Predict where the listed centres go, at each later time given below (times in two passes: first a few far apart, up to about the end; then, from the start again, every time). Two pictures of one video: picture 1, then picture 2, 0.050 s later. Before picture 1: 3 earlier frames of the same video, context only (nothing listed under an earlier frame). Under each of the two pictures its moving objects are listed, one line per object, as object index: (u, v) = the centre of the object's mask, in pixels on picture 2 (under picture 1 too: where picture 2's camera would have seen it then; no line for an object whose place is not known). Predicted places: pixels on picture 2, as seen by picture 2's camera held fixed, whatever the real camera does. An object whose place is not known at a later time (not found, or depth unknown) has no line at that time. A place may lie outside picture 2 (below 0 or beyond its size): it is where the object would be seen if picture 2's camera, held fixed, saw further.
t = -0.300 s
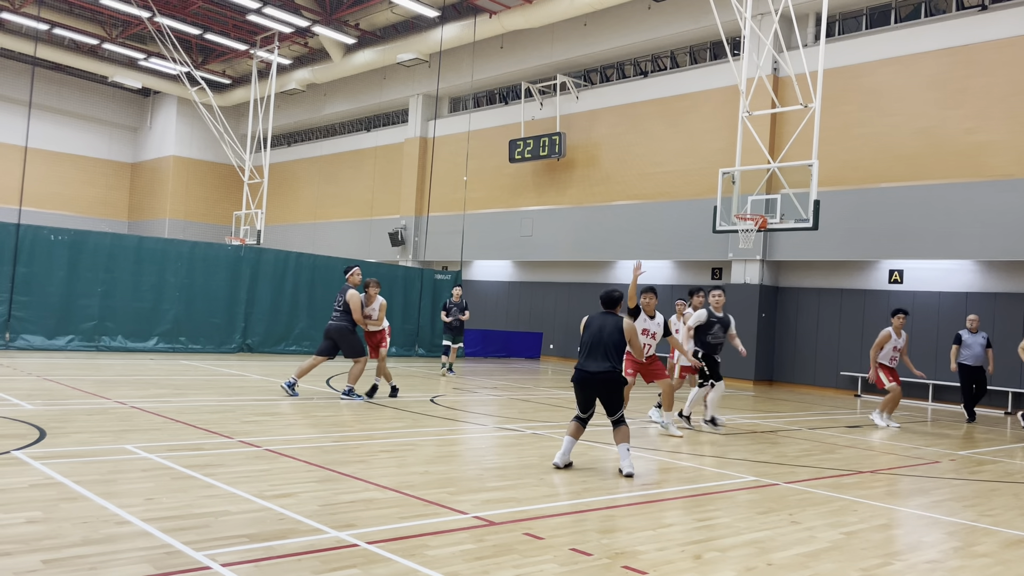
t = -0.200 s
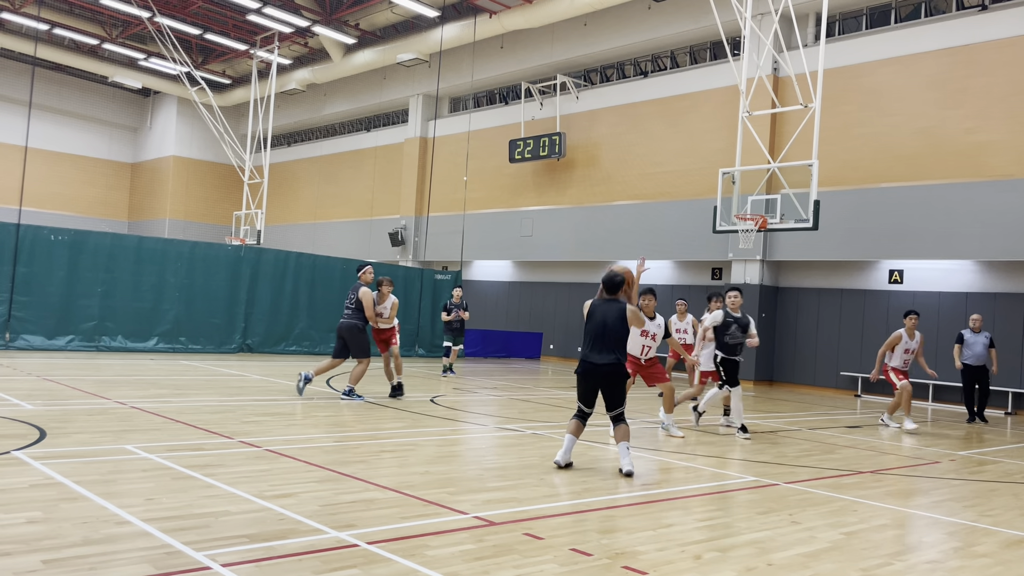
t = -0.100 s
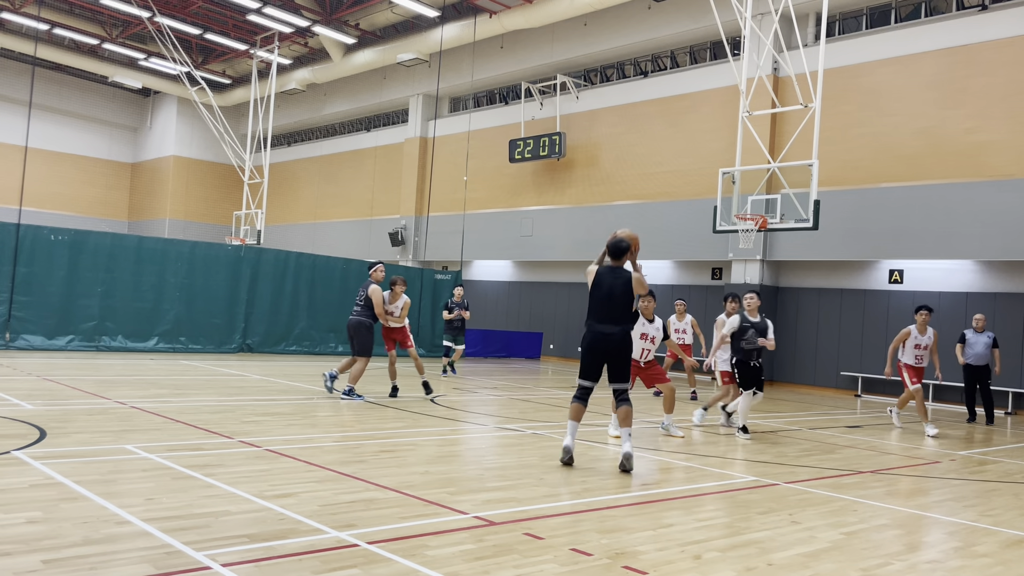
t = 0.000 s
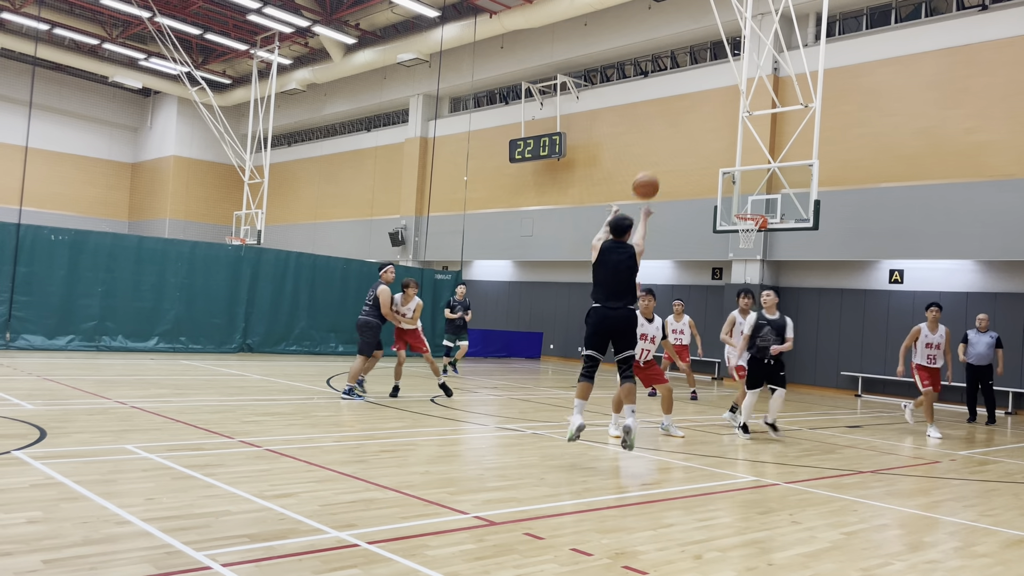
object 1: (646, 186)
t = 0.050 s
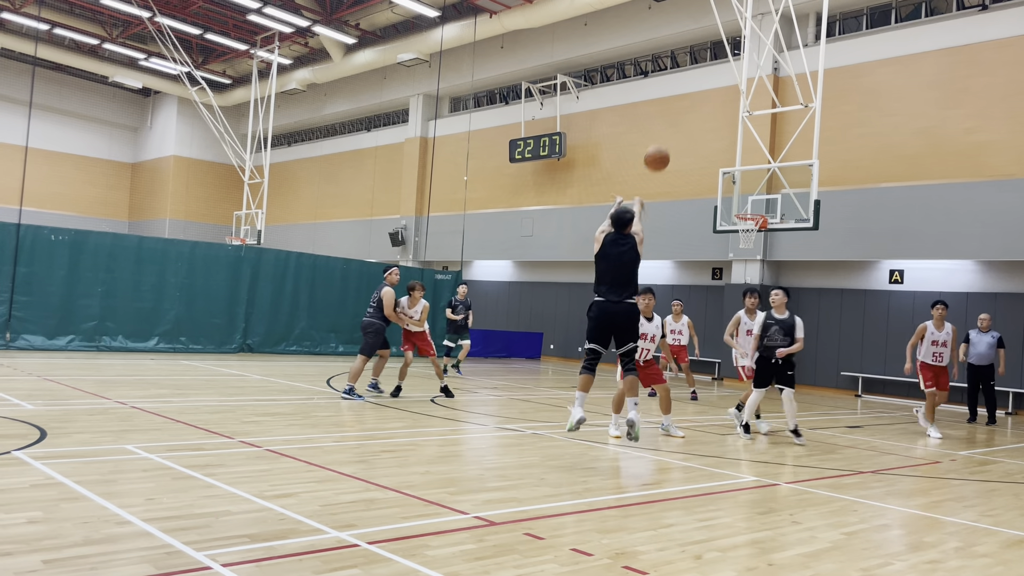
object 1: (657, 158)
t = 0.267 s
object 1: (694, 87)
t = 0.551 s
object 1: (725, 71)
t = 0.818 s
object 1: (742, 109)
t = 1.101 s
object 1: (753, 186)
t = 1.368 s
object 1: (727, 188)
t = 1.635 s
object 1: (684, 187)
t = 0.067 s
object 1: (660, 150)
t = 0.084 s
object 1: (664, 143)
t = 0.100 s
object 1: (667, 135)
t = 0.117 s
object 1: (670, 129)
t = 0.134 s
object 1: (673, 123)
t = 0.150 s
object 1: (676, 116)
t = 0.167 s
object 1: (679, 111)
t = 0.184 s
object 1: (682, 106)
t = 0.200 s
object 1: (684, 102)
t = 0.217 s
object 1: (687, 97)
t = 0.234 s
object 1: (689, 93)
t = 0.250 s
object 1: (692, 90)
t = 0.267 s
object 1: (694, 87)
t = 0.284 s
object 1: (697, 83)
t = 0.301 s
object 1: (699, 81)
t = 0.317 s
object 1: (701, 78)
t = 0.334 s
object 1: (703, 76)
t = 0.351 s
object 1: (705, 74)
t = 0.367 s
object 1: (707, 72)
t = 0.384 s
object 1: (709, 71)
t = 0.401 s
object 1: (711, 70)
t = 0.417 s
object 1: (713, 69)
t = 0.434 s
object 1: (714, 68)
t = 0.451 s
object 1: (716, 68)
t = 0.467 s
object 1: (718, 68)
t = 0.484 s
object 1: (719, 68)
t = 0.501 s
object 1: (720, 68)
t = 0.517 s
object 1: (722, 69)
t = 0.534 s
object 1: (723, 70)
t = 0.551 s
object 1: (725, 71)
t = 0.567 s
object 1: (726, 72)
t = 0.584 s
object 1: (728, 73)
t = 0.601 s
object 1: (729, 75)
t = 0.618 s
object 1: (730, 77)
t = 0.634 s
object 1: (731, 79)
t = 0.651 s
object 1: (732, 81)
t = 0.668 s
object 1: (733, 83)
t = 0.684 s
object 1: (735, 86)
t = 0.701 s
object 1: (736, 88)
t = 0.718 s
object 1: (737, 91)
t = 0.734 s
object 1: (738, 93)
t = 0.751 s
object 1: (739, 96)
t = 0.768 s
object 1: (740, 99)
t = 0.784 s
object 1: (741, 102)
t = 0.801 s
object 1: (741, 105)
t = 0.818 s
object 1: (742, 109)
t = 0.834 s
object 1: (743, 113)
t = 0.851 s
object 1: (744, 116)
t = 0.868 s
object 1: (745, 120)
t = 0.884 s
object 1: (745, 124)
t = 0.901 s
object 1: (746, 128)
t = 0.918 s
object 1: (747, 133)
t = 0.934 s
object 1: (748, 137)
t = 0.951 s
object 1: (748, 142)
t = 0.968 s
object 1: (749, 146)
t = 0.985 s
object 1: (750, 151)
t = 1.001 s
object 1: (750, 156)
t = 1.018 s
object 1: (751, 160)
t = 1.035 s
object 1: (751, 165)
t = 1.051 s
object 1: (752, 170)
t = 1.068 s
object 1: (752, 176)
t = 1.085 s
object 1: (753, 181)
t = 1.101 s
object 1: (753, 186)
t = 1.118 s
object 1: (754, 191)
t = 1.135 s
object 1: (754, 197)
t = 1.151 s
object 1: (755, 202)
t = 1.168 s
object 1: (755, 207)
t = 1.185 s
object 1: (755, 210)
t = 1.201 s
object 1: (753, 208)
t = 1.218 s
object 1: (751, 206)
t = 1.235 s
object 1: (749, 204)
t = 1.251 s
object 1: (746, 201)
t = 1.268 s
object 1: (743, 199)
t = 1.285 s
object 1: (740, 196)
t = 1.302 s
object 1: (738, 195)
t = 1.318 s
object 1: (735, 192)
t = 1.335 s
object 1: (733, 191)
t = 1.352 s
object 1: (730, 189)
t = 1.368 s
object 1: (727, 188)
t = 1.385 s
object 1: (725, 186)
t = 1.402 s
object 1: (722, 186)
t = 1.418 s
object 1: (719, 185)
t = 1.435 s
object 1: (717, 184)
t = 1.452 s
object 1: (714, 184)
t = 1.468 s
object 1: (711, 183)
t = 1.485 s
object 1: (709, 183)
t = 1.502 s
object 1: (706, 183)
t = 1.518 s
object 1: (703, 183)
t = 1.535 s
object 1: (701, 183)
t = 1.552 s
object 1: (698, 183)
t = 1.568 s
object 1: (695, 184)
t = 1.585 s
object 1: (692, 184)
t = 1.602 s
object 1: (689, 185)
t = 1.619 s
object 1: (687, 186)
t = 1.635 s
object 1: (684, 187)
